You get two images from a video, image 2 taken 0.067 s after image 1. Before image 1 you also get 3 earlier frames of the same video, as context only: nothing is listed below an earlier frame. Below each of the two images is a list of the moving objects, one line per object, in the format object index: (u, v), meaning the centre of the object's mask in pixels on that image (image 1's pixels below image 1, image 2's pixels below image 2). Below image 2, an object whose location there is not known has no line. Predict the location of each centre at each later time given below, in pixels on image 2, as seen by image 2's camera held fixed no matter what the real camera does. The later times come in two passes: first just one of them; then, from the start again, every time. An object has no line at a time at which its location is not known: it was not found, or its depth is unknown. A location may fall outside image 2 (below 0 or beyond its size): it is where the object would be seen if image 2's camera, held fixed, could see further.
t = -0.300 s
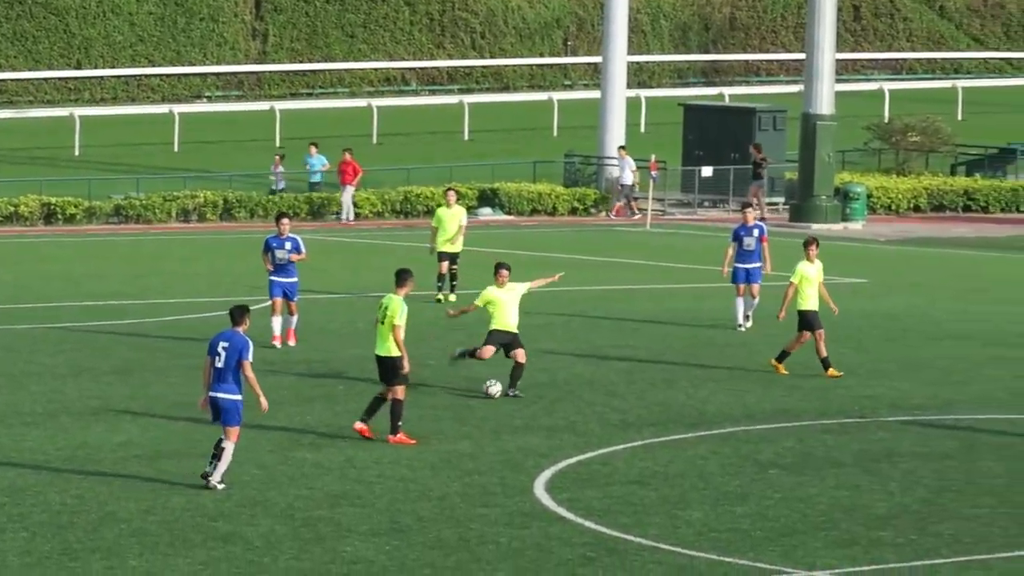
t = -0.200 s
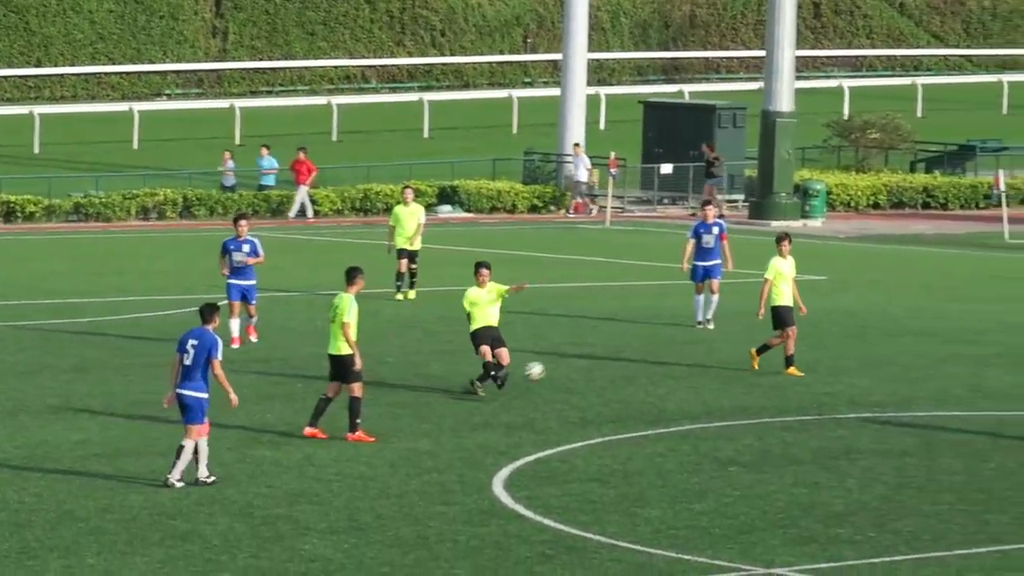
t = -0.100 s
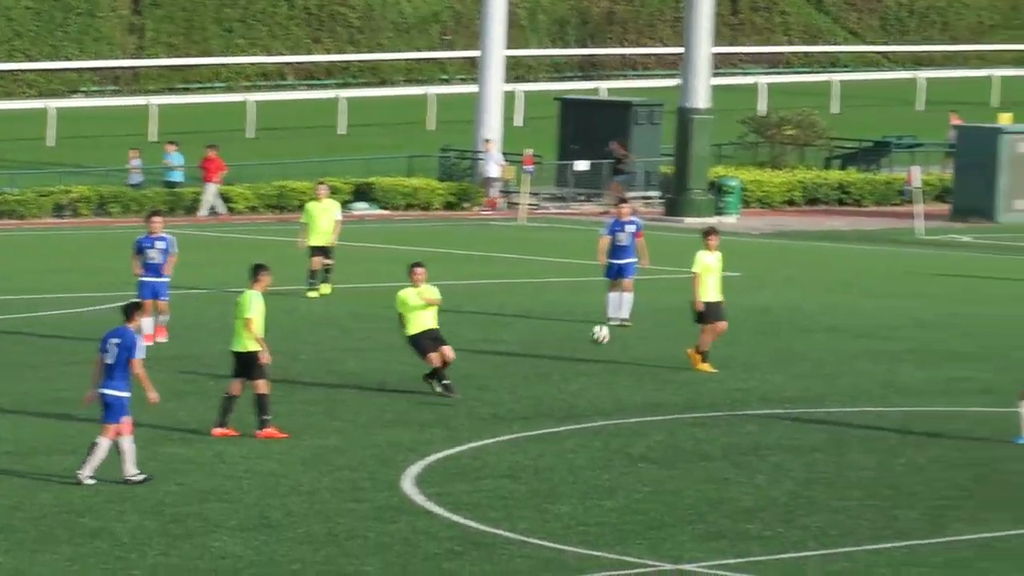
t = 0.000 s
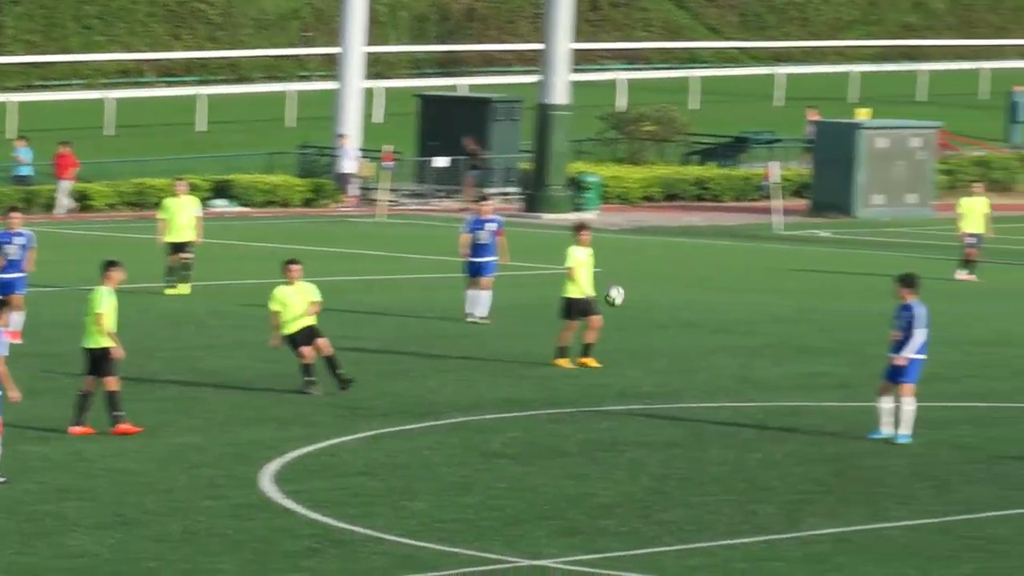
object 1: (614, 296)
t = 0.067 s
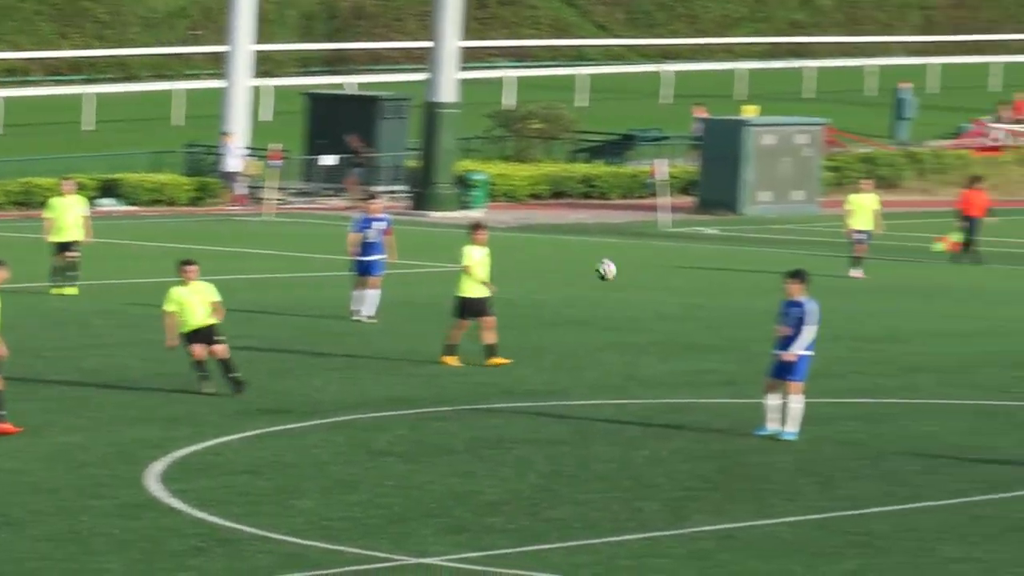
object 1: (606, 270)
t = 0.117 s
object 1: (681, 253)
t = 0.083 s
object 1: (630, 264)
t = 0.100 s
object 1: (655, 259)
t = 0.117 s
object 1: (681, 253)
